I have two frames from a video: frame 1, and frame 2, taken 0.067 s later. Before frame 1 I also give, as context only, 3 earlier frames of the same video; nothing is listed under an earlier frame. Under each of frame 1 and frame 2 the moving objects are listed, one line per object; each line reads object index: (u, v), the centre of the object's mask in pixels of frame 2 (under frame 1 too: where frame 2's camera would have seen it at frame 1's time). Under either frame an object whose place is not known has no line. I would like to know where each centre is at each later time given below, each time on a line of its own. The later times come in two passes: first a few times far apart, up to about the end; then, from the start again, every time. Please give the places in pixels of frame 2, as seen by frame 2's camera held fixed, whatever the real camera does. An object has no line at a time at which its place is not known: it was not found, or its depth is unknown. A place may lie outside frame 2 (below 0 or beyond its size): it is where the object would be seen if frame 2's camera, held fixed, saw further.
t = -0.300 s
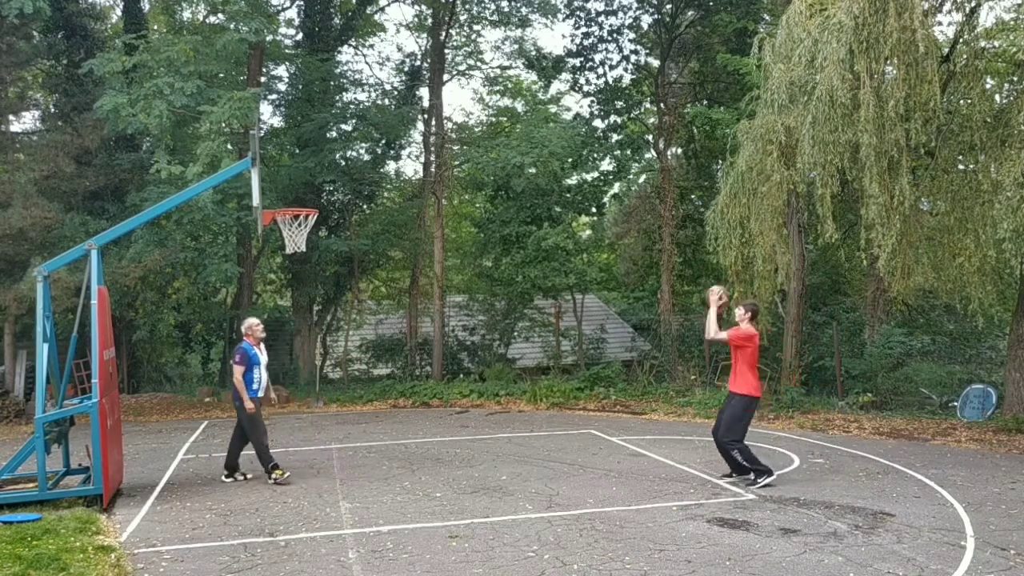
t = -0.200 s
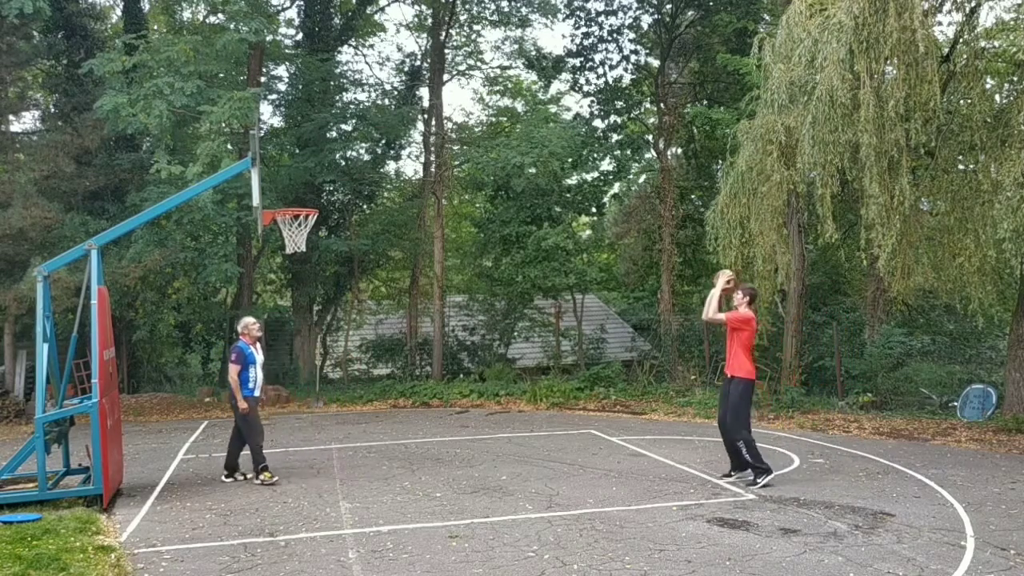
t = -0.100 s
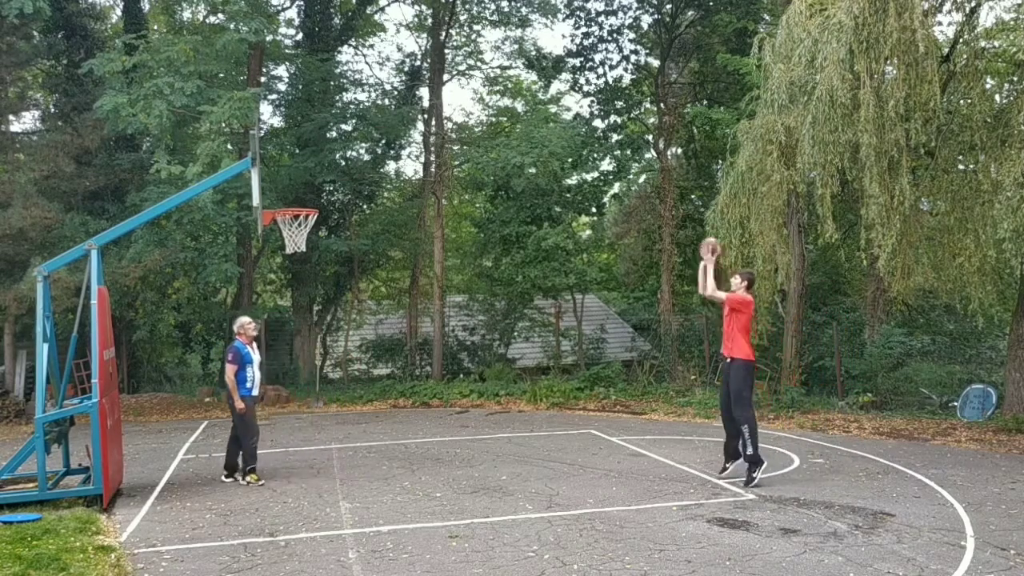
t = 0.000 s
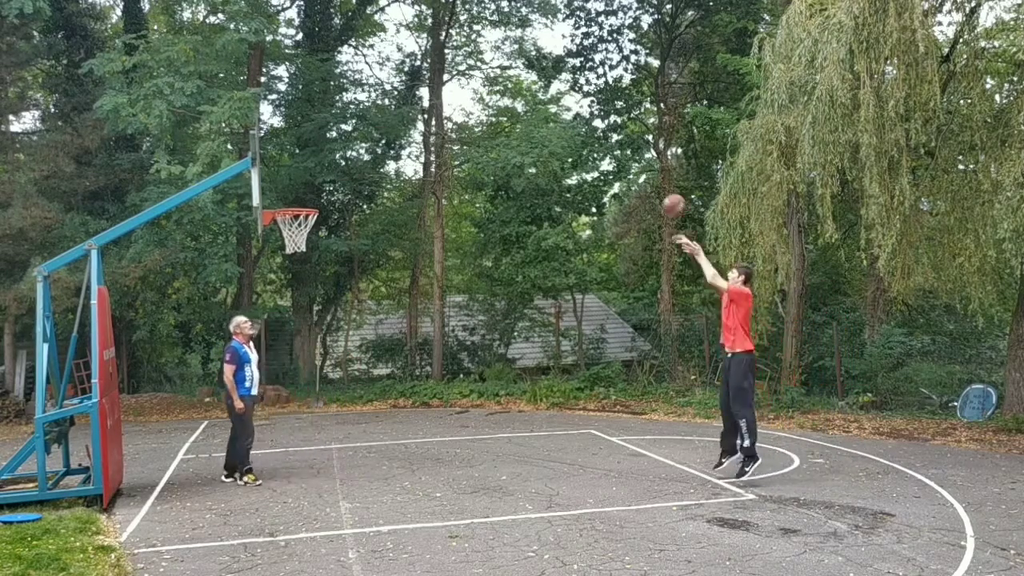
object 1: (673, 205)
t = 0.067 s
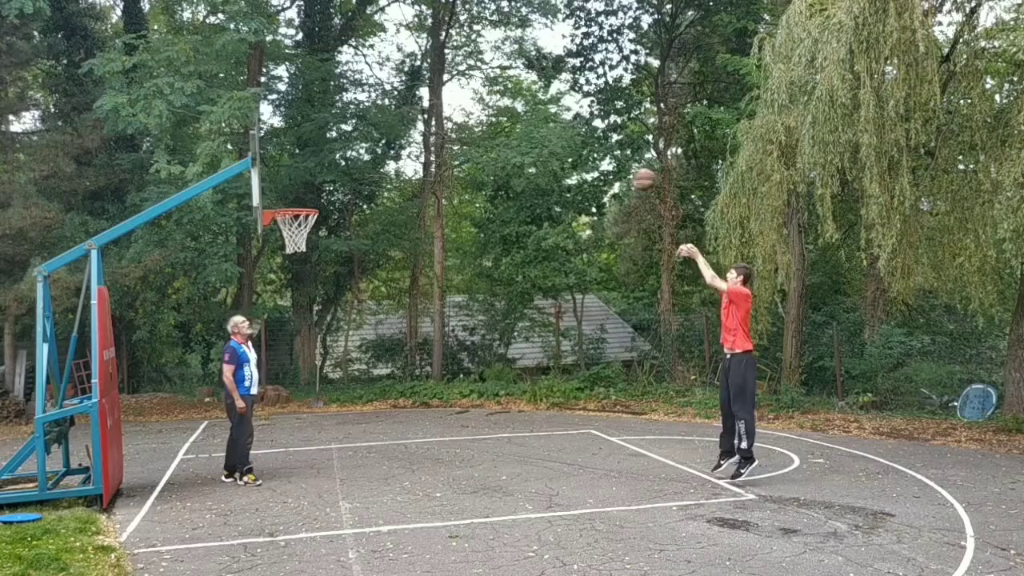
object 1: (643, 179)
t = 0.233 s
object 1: (571, 132)
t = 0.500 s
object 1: (460, 114)
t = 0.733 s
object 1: (369, 144)
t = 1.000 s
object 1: (287, 226)
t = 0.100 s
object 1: (629, 167)
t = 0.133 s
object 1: (614, 157)
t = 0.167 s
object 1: (600, 147)
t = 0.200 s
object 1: (586, 140)
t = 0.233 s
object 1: (571, 132)
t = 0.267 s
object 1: (557, 126)
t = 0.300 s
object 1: (542, 121)
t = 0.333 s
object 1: (529, 118)
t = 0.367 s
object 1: (515, 115)
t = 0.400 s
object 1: (501, 113)
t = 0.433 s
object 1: (488, 112)
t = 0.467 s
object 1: (473, 111)
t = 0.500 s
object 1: (460, 114)
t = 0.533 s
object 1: (446, 114)
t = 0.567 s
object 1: (432, 116)
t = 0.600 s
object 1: (420, 120)
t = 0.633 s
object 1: (407, 124)
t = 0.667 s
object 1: (394, 130)
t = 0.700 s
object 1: (381, 137)
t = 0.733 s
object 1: (369, 144)
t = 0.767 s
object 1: (356, 153)
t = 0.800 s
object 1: (344, 162)
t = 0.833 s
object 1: (331, 172)
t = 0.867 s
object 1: (318, 183)
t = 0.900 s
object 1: (306, 195)
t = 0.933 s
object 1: (293, 205)
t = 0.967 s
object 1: (288, 220)
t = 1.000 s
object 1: (287, 226)
